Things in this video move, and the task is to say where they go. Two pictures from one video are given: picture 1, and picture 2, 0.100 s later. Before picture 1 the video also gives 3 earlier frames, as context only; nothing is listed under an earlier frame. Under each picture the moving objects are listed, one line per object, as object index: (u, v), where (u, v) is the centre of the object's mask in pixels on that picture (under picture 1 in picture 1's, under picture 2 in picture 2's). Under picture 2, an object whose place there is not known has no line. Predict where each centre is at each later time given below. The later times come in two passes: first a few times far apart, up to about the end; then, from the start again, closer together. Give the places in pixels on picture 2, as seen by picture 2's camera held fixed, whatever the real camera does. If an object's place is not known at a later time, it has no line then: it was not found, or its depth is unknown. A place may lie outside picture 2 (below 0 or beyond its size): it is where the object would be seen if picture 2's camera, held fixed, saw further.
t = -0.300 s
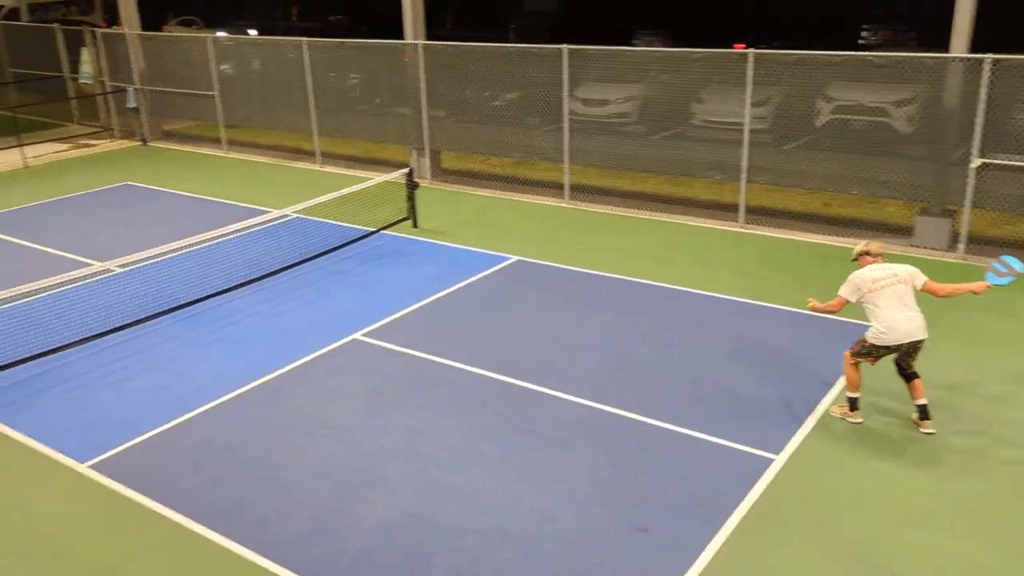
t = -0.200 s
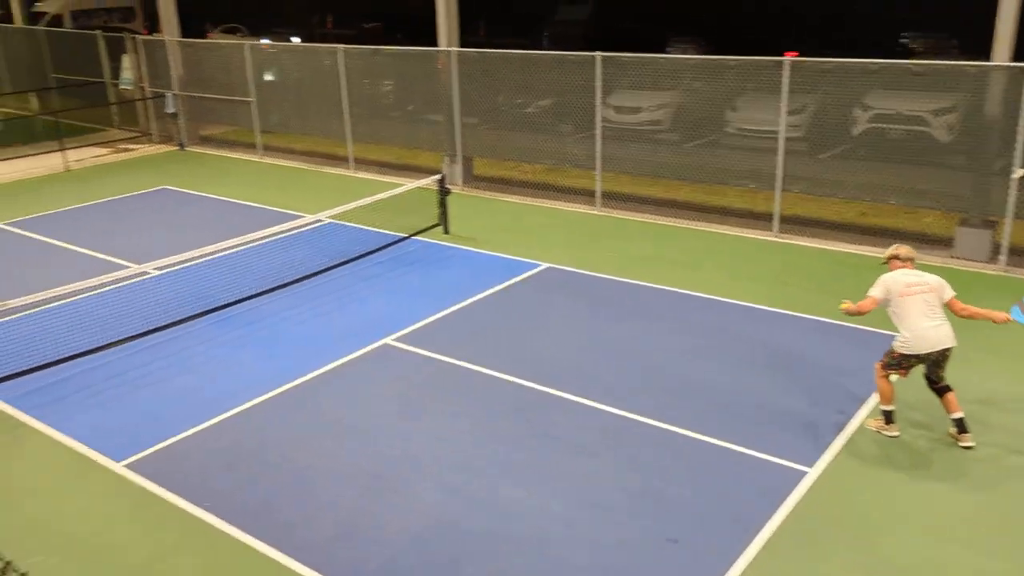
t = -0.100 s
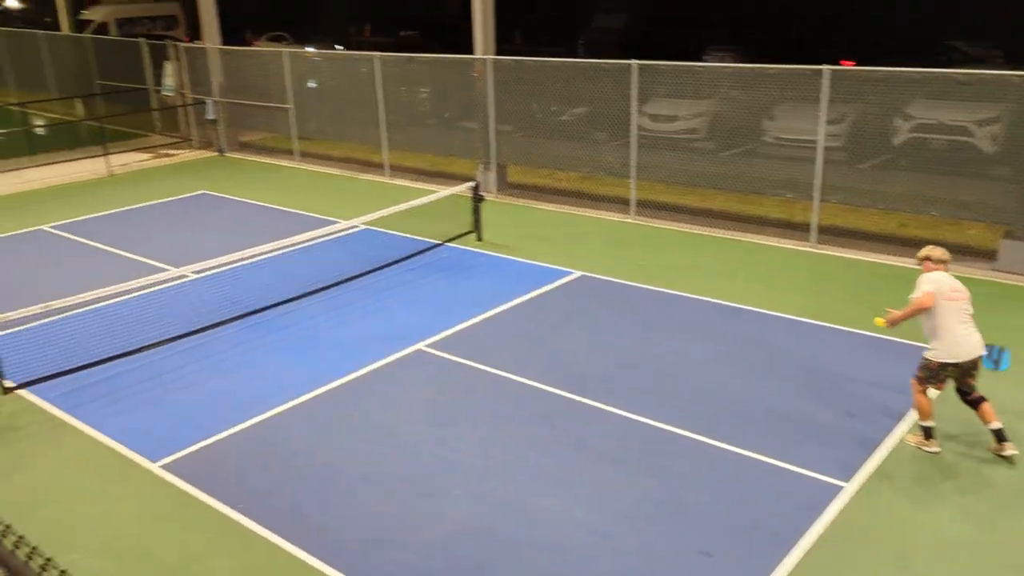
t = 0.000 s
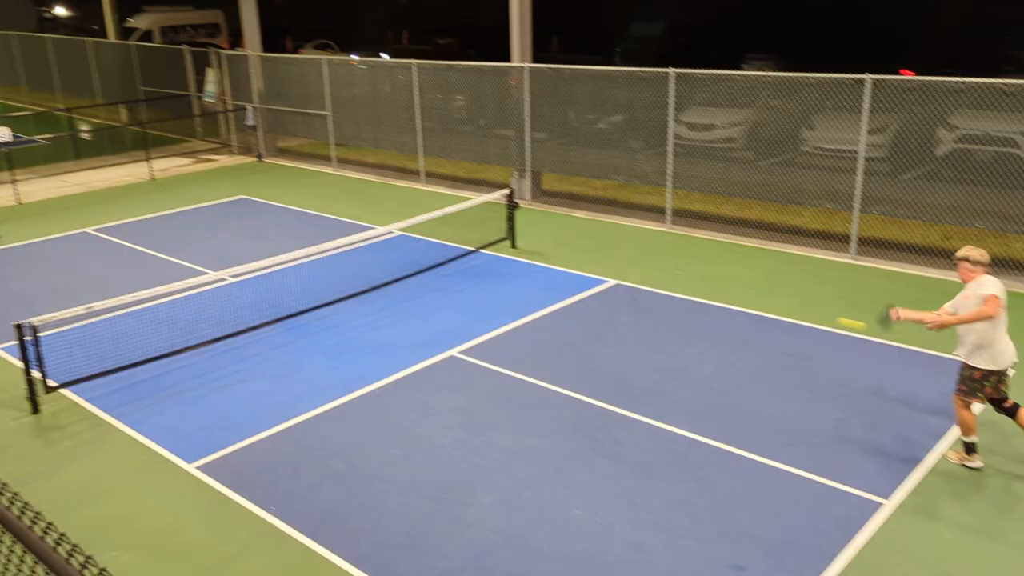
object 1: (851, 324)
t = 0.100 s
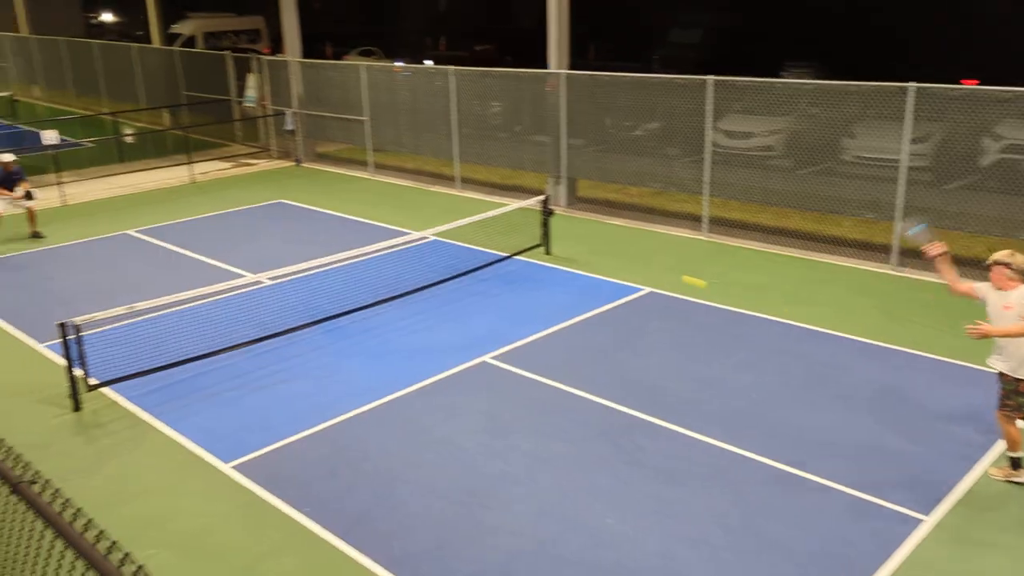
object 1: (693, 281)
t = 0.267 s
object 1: (459, 239)
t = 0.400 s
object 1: (327, 235)
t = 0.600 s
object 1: (191, 255)
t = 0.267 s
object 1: (459, 239)
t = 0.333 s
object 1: (388, 234)
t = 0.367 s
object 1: (356, 234)
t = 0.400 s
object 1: (327, 235)
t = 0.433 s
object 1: (300, 236)
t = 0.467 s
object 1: (275, 238)
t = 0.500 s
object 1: (253, 242)
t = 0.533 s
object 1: (230, 245)
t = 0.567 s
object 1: (210, 250)
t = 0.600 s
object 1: (191, 255)
